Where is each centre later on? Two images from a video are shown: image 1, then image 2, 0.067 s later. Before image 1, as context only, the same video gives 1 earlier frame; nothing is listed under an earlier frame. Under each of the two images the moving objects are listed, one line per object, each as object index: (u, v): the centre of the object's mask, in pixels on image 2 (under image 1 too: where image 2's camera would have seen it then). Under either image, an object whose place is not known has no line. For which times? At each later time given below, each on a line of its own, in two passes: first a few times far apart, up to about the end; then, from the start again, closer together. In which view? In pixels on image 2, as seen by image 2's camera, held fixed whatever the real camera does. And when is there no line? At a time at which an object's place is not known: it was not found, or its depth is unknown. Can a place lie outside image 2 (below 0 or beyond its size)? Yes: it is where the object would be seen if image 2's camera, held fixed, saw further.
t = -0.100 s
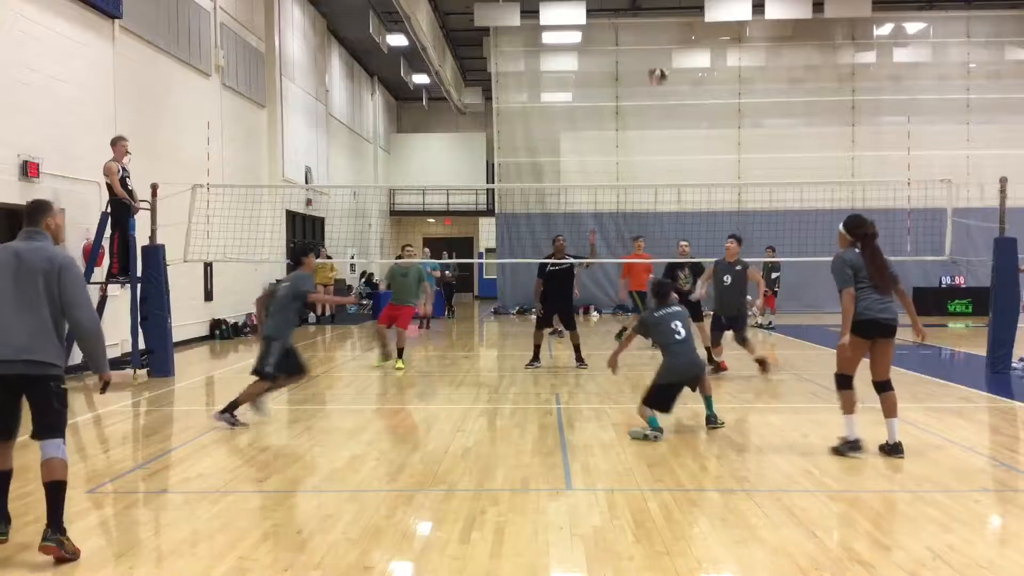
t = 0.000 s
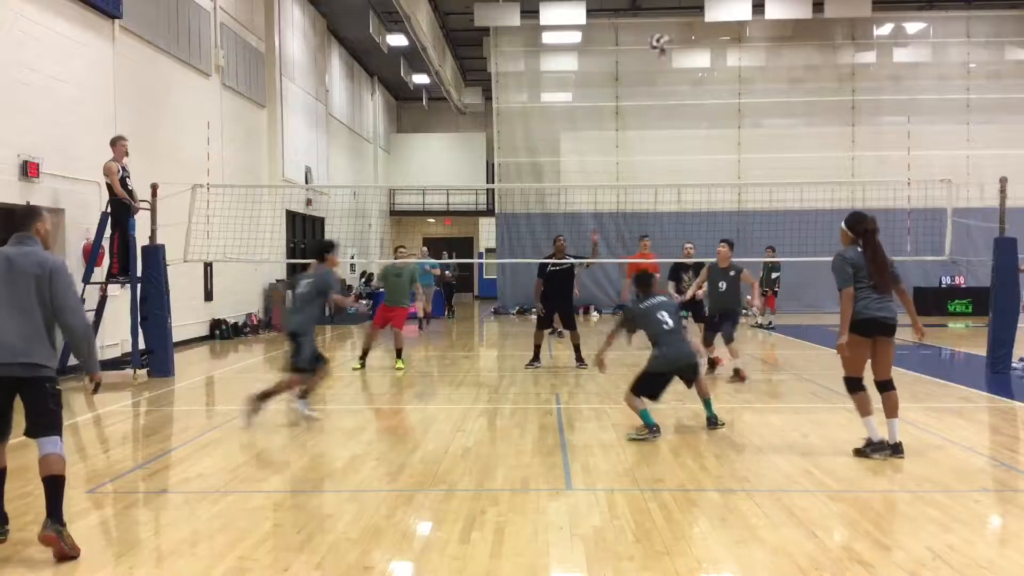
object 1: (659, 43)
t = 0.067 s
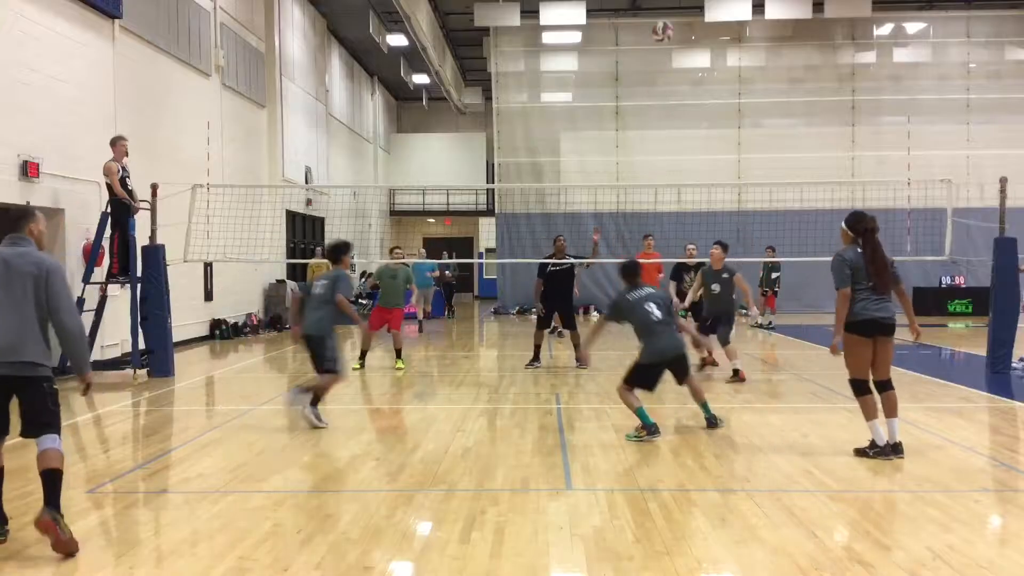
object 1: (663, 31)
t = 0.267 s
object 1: (667, 18)
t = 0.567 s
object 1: (671, 66)
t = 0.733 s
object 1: (674, 121)
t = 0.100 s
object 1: (664, 26)
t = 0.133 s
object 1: (664, 24)
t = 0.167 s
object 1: (665, 22)
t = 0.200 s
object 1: (665, 21)
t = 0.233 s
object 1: (666, 17)
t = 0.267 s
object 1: (667, 18)
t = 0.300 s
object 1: (667, 20)
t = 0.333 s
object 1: (668, 24)
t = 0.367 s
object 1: (669, 26)
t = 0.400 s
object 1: (670, 27)
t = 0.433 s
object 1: (670, 34)
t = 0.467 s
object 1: (670, 40)
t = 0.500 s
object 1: (671, 48)
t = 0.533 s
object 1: (671, 57)
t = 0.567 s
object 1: (671, 66)
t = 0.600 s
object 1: (672, 75)
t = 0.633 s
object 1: (673, 85)
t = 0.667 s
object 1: (673, 95)
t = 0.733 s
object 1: (674, 121)
